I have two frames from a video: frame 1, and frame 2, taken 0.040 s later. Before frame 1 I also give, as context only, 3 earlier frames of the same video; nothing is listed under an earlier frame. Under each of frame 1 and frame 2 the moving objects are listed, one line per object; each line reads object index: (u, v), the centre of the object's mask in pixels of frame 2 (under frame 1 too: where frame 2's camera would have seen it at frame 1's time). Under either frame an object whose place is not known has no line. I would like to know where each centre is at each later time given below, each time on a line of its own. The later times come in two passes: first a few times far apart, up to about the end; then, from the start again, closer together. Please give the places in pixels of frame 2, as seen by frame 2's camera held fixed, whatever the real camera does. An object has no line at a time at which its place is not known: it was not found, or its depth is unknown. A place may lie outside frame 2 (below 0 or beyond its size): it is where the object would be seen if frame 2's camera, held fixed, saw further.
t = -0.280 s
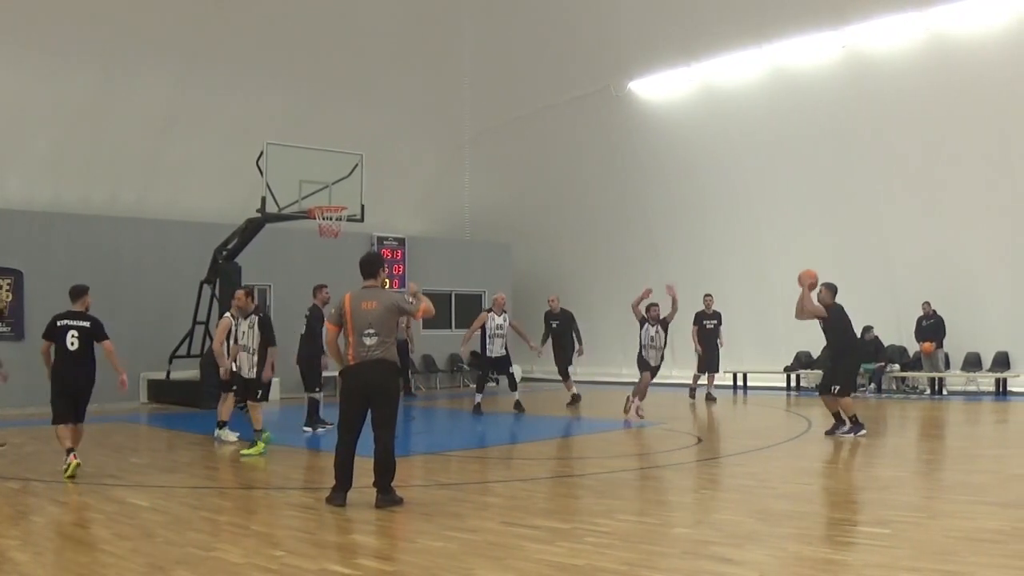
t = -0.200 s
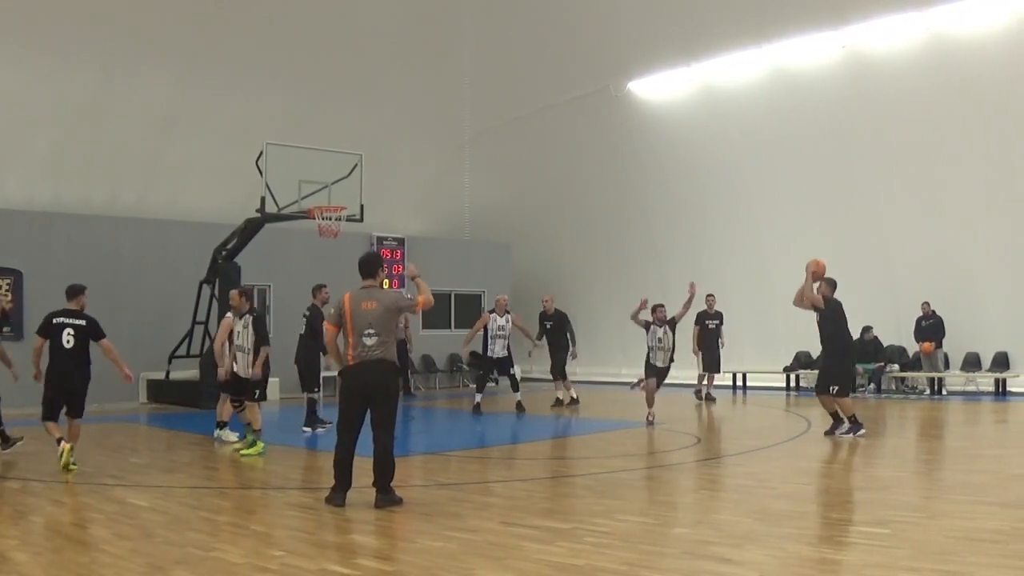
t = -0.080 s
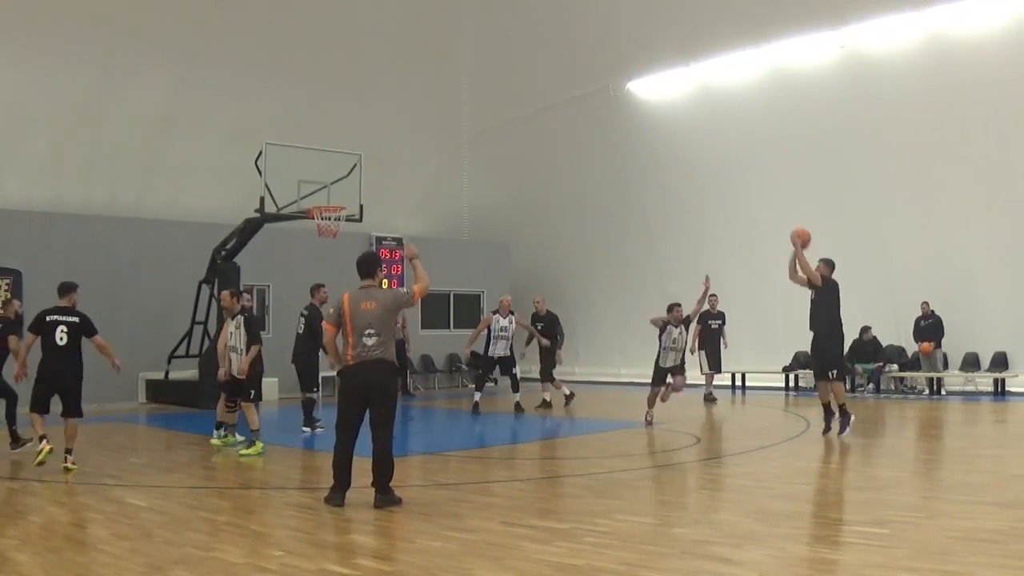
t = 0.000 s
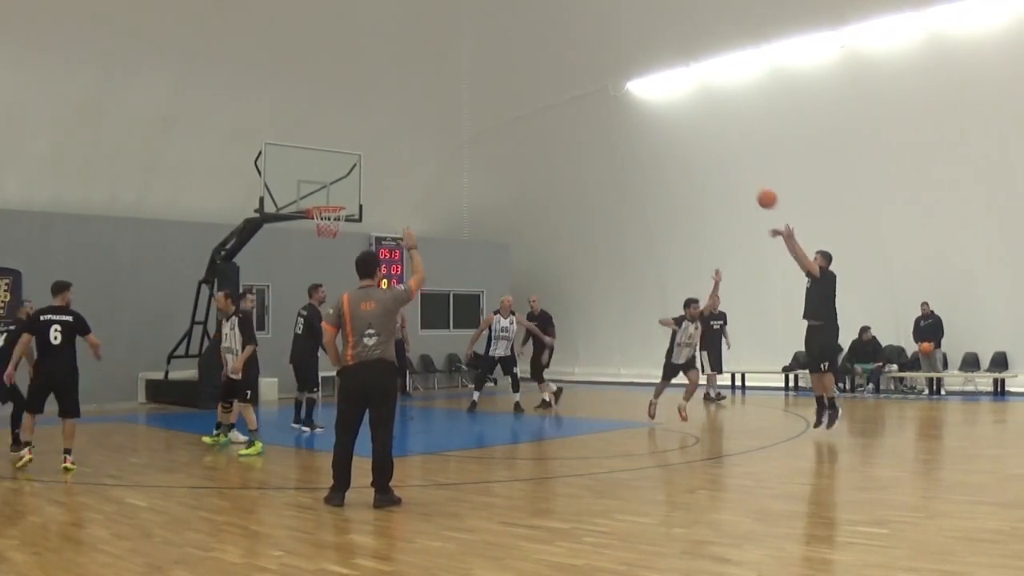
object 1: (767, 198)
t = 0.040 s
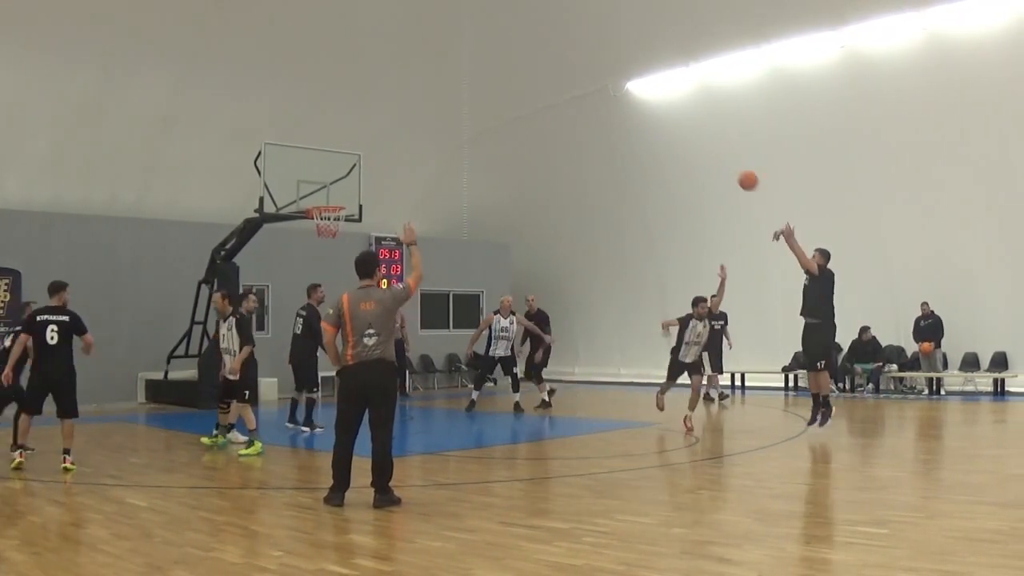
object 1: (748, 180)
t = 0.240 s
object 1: (658, 111)
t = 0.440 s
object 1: (576, 77)
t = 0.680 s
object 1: (486, 77)
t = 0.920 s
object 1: (405, 117)
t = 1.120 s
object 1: (344, 177)
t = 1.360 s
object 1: (338, 257)
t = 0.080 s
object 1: (729, 163)
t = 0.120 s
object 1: (712, 148)
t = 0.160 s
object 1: (693, 135)
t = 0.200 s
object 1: (676, 123)
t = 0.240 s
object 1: (658, 111)
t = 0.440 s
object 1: (576, 77)
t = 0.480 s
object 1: (560, 74)
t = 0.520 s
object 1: (545, 73)
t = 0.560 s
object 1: (530, 72)
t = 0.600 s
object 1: (515, 73)
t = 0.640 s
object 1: (500, 74)
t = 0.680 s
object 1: (486, 77)
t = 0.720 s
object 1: (472, 81)
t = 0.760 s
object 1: (458, 86)
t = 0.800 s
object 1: (444, 92)
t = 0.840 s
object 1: (431, 99)
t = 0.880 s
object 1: (418, 108)
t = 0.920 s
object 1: (405, 117)
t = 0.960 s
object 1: (392, 127)
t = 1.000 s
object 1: (380, 138)
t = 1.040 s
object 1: (368, 150)
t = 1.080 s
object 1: (356, 163)
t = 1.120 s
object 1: (344, 177)
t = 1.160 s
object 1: (332, 193)
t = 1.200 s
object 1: (319, 206)
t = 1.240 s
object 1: (324, 224)
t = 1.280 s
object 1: (329, 233)
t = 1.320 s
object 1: (334, 245)
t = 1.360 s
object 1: (338, 257)
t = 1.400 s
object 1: (342, 269)
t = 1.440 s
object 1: (347, 283)
